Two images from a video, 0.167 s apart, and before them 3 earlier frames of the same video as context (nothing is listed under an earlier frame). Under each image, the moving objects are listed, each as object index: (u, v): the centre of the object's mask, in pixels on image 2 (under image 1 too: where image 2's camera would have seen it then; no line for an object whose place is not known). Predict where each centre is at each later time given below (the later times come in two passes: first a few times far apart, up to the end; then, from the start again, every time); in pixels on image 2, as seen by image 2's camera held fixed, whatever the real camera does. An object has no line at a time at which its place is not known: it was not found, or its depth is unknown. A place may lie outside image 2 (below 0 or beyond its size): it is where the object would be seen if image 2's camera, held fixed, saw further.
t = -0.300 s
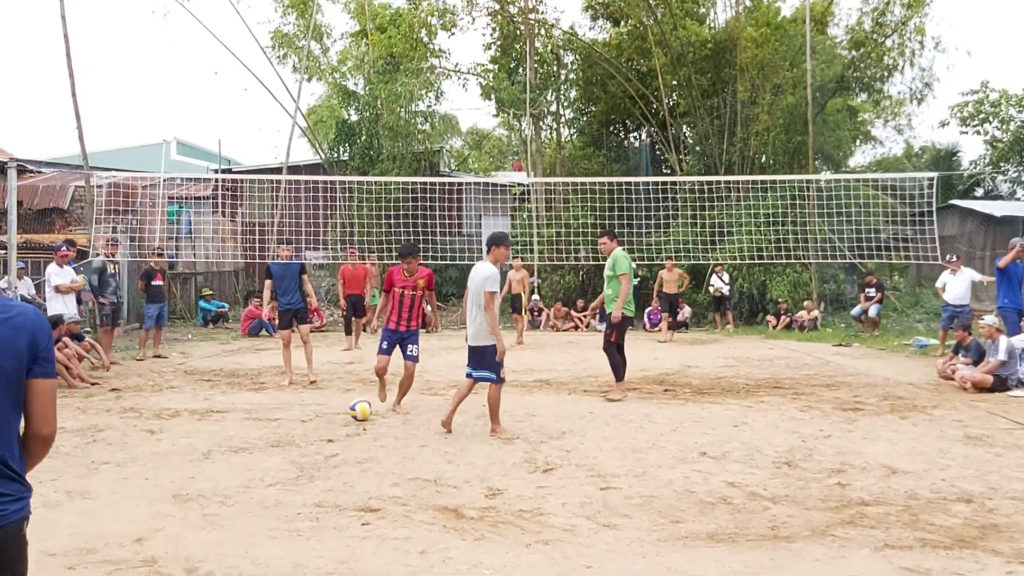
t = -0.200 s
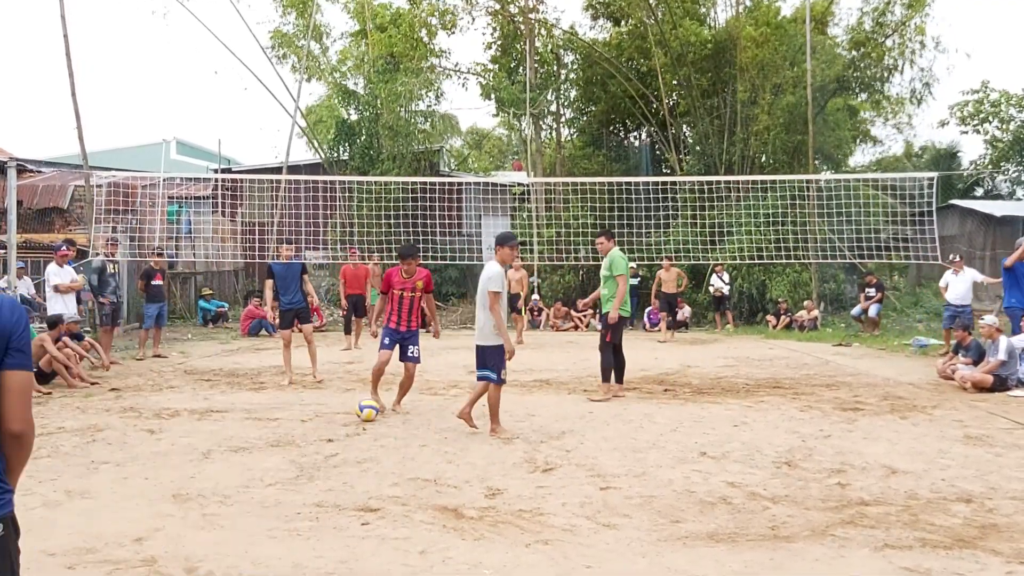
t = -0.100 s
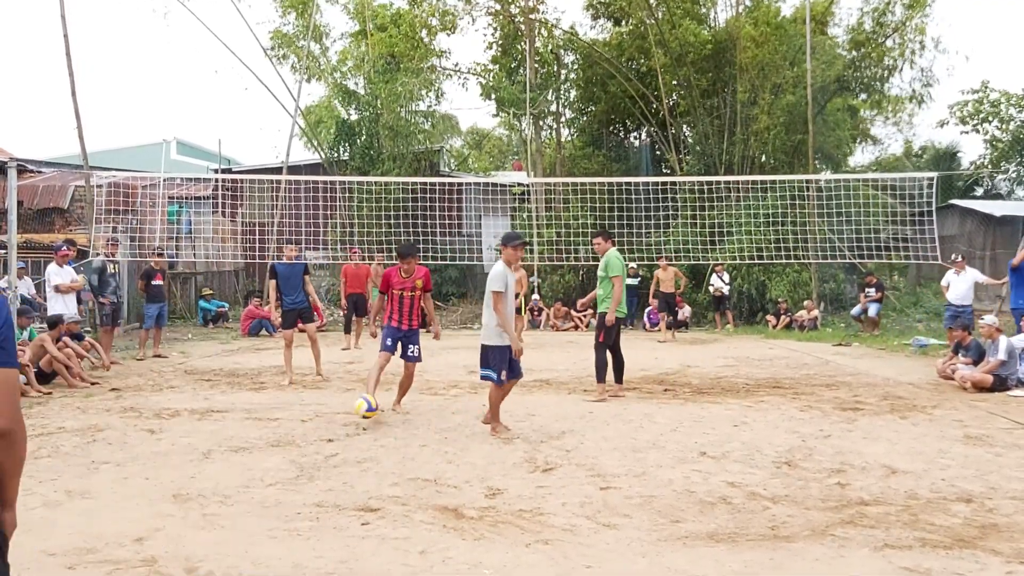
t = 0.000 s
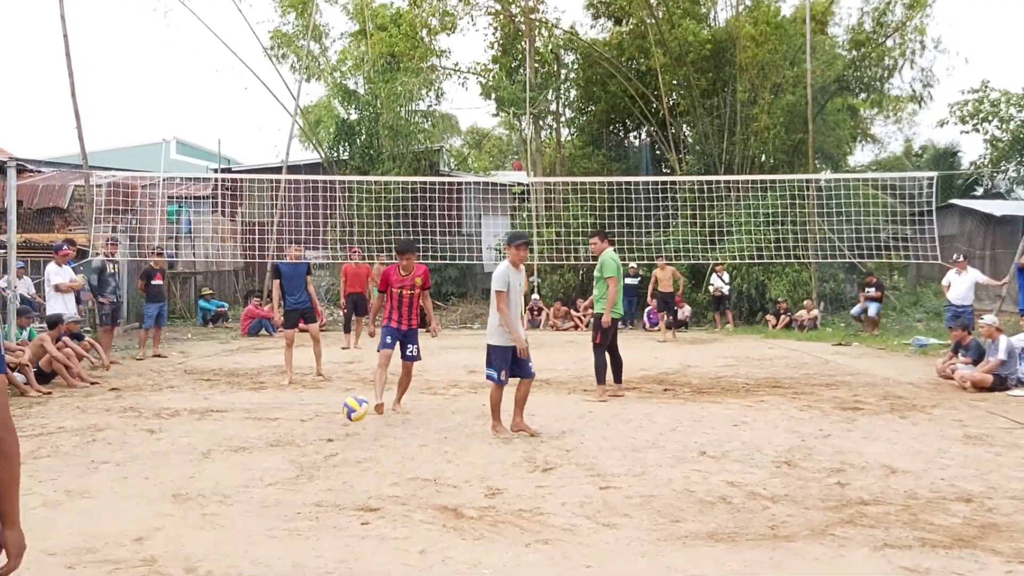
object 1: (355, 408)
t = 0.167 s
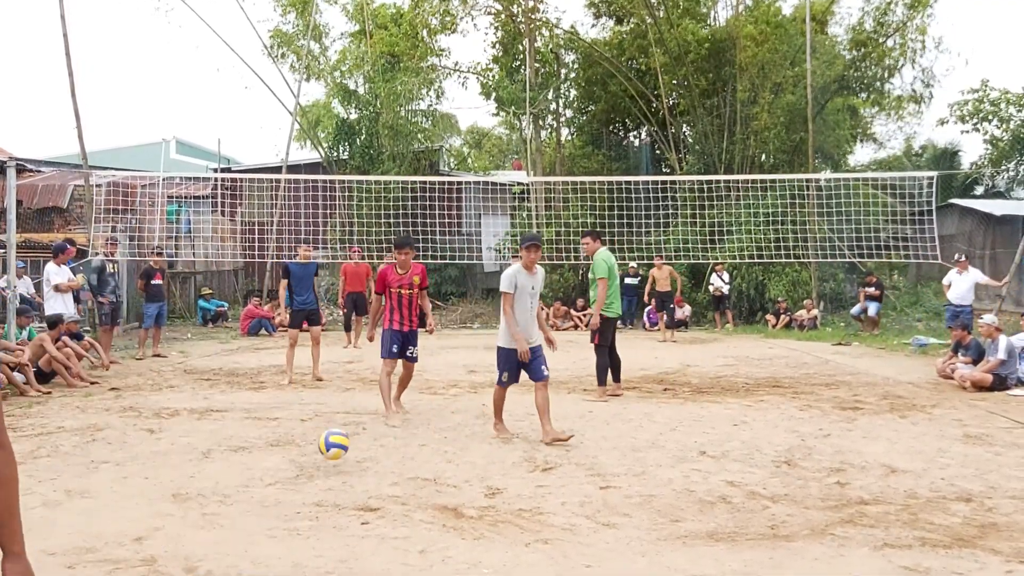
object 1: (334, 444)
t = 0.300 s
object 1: (314, 479)
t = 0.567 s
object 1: (285, 523)
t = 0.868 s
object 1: (250, 562)
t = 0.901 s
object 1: (245, 565)
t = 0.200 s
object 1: (328, 458)
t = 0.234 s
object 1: (322, 471)
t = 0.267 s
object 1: (318, 476)
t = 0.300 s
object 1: (314, 479)
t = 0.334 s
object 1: (309, 486)
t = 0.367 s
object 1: (304, 491)
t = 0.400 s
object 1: (300, 497)
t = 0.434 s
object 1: (297, 504)
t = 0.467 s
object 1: (293, 507)
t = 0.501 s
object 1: (291, 510)
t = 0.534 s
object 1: (288, 516)
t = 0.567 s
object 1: (285, 523)
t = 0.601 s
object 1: (282, 525)
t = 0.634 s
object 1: (278, 530)
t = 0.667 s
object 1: (275, 536)
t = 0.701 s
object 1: (271, 539)
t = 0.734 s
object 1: (267, 544)
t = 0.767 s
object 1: (263, 551)
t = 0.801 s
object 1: (260, 554)
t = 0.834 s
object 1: (254, 558)
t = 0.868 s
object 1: (250, 562)
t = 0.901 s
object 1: (245, 565)
